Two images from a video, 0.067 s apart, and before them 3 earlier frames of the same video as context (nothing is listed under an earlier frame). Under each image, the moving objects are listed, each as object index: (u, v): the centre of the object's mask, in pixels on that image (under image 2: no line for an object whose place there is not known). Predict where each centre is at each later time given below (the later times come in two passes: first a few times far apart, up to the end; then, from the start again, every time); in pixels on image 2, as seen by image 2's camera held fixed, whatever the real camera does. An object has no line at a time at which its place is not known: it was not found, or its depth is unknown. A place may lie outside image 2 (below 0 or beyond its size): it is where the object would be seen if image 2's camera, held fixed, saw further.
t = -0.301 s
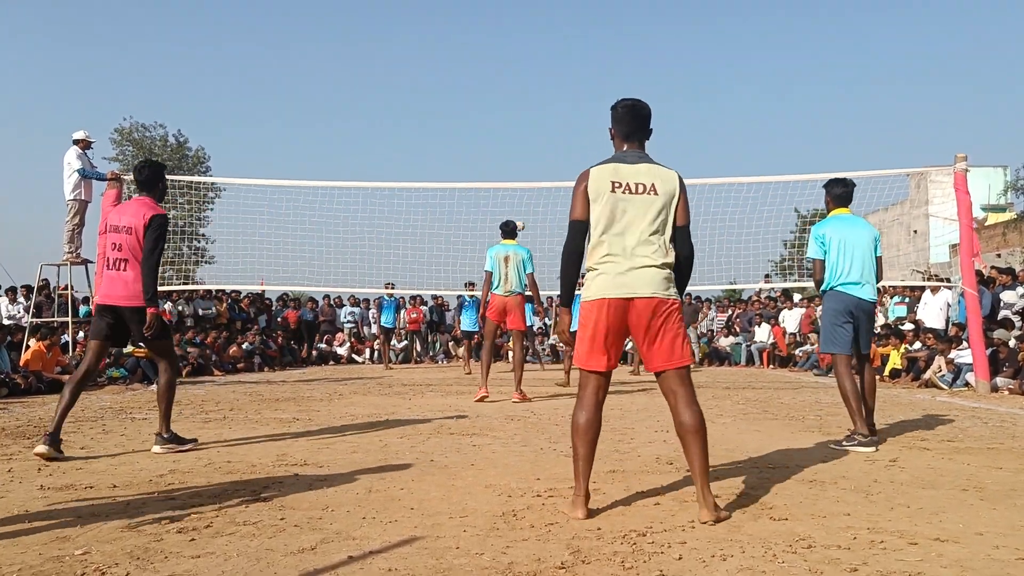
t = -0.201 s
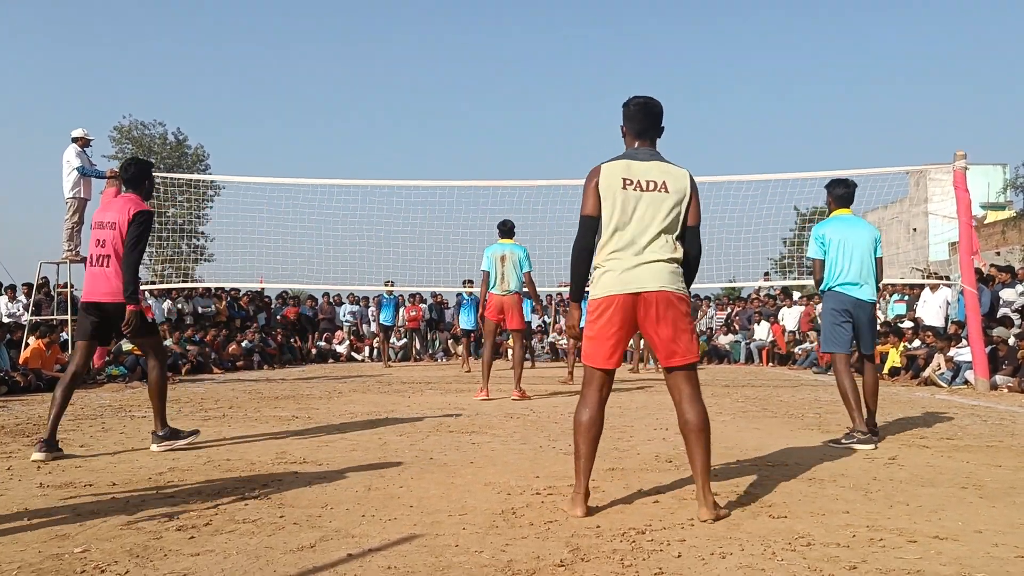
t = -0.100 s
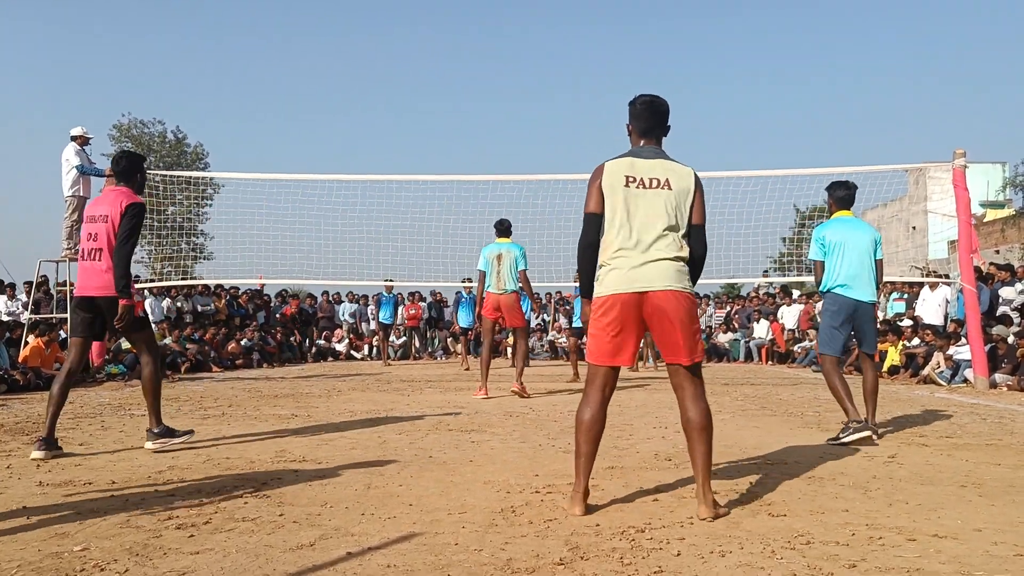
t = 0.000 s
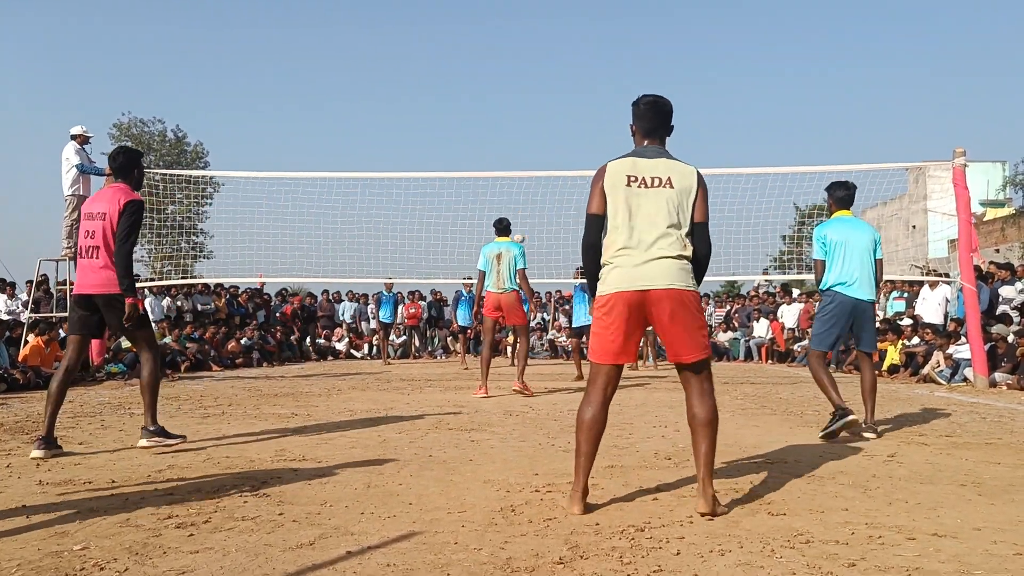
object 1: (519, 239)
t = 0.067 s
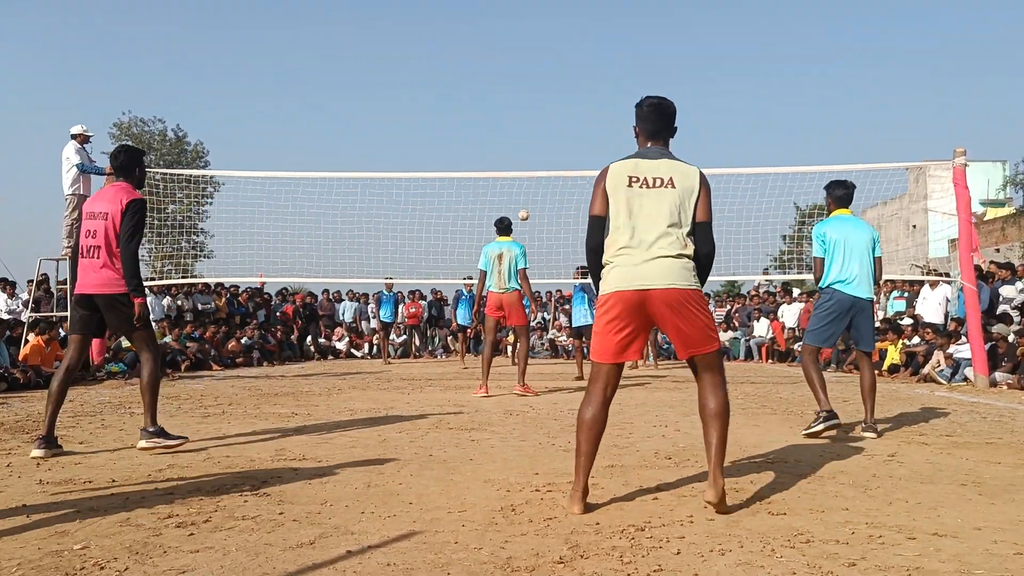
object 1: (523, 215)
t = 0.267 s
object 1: (541, 146)
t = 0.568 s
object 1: (585, 57)
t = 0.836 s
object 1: (655, 16)
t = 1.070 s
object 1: (784, 65)
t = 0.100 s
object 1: (526, 204)
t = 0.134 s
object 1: (528, 192)
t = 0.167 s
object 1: (531, 183)
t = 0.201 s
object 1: (534, 169)
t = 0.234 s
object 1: (537, 158)
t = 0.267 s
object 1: (541, 146)
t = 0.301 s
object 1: (544, 135)
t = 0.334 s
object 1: (548, 125)
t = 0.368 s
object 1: (553, 114)
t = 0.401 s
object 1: (557, 104)
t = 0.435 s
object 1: (563, 93)
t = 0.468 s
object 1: (568, 83)
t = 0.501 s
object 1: (573, 74)
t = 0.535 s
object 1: (579, 65)
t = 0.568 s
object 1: (585, 57)
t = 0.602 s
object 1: (592, 49)
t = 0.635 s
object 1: (599, 42)
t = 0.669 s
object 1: (607, 35)
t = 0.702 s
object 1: (615, 29)
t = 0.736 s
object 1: (623, 24)
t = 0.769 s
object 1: (633, 20)
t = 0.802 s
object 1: (644, 17)
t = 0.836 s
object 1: (655, 16)
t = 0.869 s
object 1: (668, 16)
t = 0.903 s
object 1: (681, 18)
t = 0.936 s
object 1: (697, 22)
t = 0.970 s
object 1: (715, 29)
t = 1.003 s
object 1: (735, 38)
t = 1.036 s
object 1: (757, 50)
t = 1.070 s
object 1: (784, 65)
